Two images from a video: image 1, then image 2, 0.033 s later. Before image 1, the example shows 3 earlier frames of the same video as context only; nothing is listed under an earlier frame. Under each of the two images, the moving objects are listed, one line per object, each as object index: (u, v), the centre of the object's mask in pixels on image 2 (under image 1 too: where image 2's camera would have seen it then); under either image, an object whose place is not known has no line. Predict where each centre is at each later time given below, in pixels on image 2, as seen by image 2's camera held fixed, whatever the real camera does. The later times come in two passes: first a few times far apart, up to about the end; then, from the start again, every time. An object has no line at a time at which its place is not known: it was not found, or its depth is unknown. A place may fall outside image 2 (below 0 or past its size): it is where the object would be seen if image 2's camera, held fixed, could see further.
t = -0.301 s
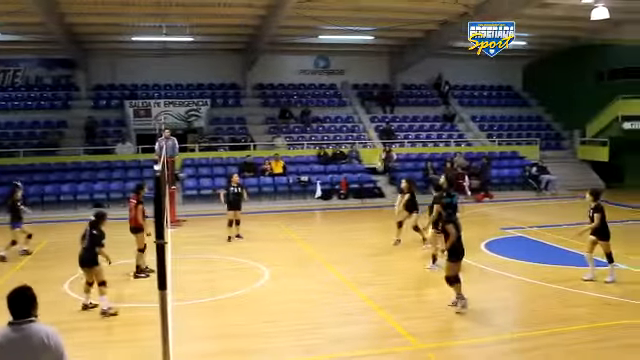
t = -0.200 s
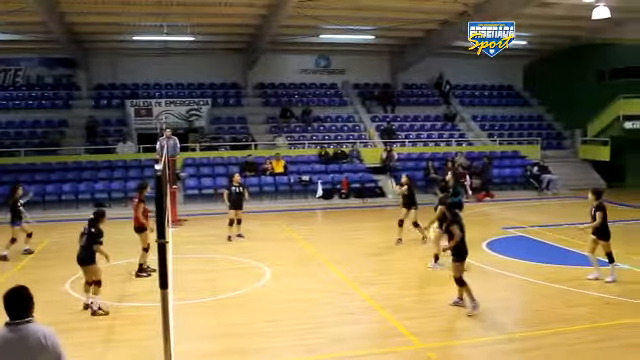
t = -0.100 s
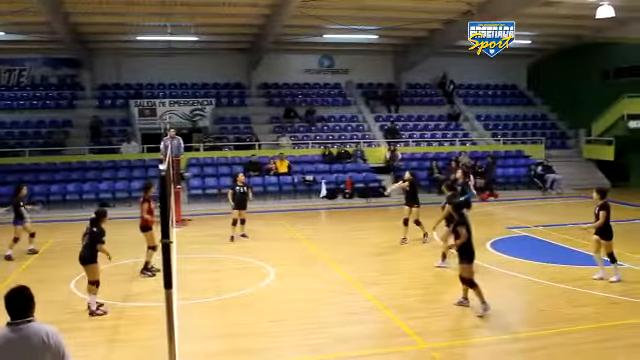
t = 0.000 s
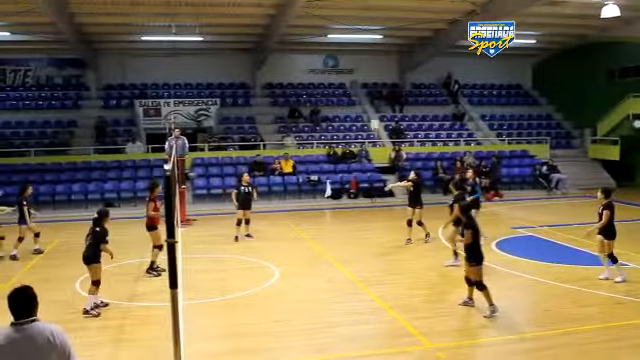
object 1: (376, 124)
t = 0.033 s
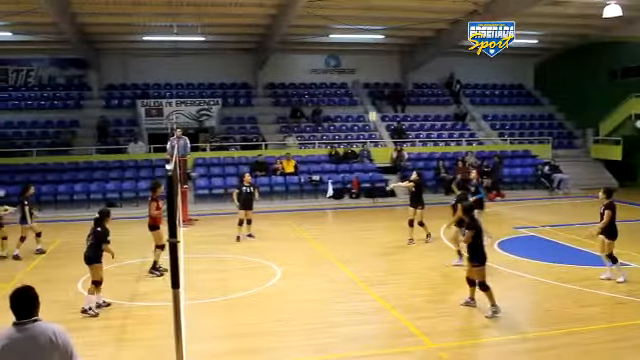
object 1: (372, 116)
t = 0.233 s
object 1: (353, 79)
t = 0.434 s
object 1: (334, 60)
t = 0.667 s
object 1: (310, 60)
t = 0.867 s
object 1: (290, 81)
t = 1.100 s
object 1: (267, 127)
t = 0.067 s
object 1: (369, 109)
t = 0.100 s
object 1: (366, 102)
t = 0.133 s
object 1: (363, 95)
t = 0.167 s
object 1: (360, 89)
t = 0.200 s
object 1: (356, 84)
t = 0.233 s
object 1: (353, 79)
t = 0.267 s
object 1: (350, 74)
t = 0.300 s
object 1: (347, 70)
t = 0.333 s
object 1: (343, 68)
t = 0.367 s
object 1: (340, 64)
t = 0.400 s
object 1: (337, 62)
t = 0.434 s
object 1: (334, 60)
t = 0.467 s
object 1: (330, 58)
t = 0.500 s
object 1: (327, 58)
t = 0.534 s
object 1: (323, 57)
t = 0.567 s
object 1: (320, 57)
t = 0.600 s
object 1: (316, 57)
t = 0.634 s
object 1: (313, 58)
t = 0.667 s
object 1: (310, 60)
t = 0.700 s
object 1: (307, 62)
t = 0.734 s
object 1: (304, 65)
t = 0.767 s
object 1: (300, 68)
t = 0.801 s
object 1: (297, 72)
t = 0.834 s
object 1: (294, 76)
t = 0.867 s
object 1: (290, 81)
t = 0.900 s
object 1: (287, 86)
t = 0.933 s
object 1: (283, 91)
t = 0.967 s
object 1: (280, 97)
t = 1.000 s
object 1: (277, 104)
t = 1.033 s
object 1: (274, 111)
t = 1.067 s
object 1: (271, 119)
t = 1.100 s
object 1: (267, 127)
